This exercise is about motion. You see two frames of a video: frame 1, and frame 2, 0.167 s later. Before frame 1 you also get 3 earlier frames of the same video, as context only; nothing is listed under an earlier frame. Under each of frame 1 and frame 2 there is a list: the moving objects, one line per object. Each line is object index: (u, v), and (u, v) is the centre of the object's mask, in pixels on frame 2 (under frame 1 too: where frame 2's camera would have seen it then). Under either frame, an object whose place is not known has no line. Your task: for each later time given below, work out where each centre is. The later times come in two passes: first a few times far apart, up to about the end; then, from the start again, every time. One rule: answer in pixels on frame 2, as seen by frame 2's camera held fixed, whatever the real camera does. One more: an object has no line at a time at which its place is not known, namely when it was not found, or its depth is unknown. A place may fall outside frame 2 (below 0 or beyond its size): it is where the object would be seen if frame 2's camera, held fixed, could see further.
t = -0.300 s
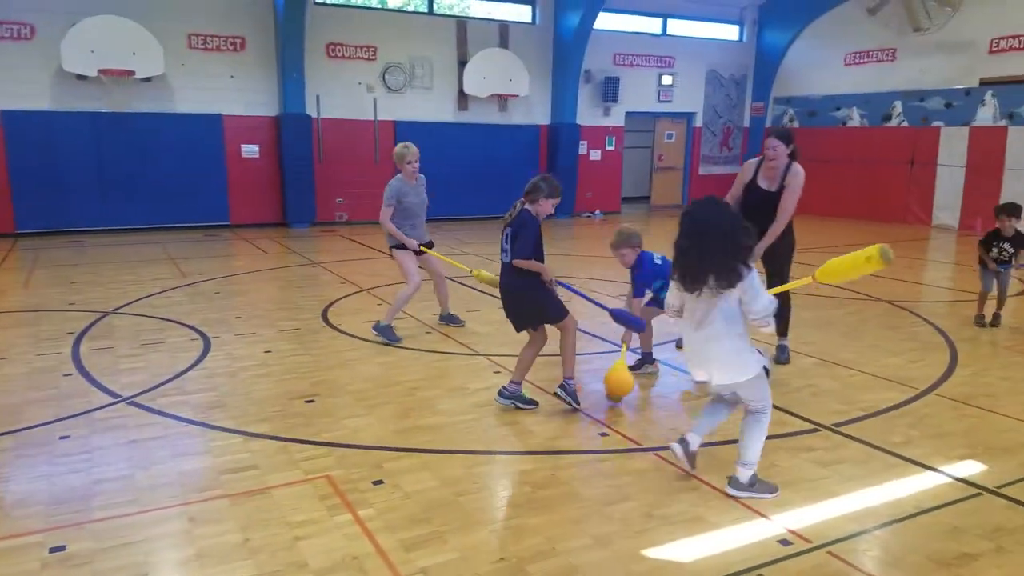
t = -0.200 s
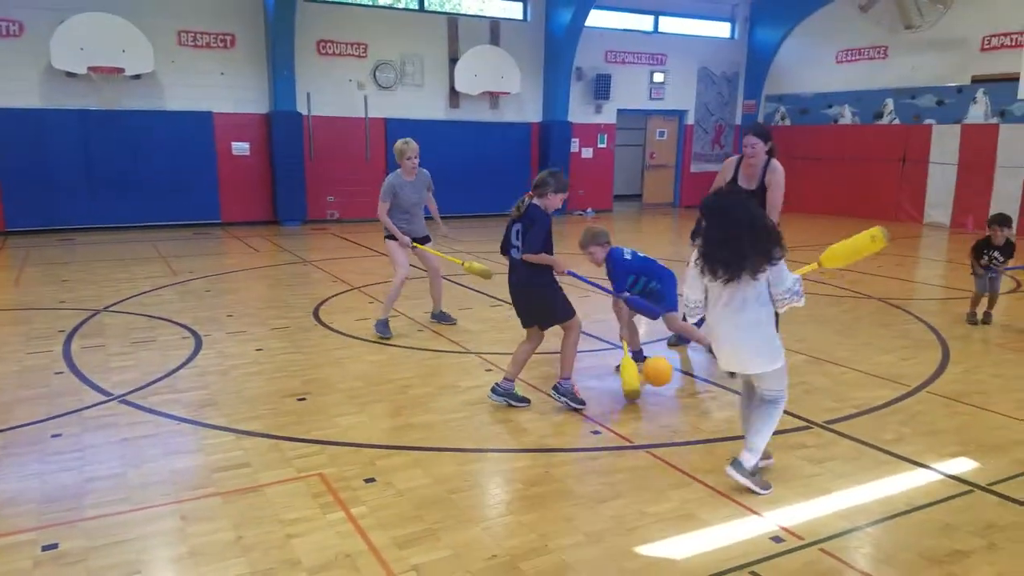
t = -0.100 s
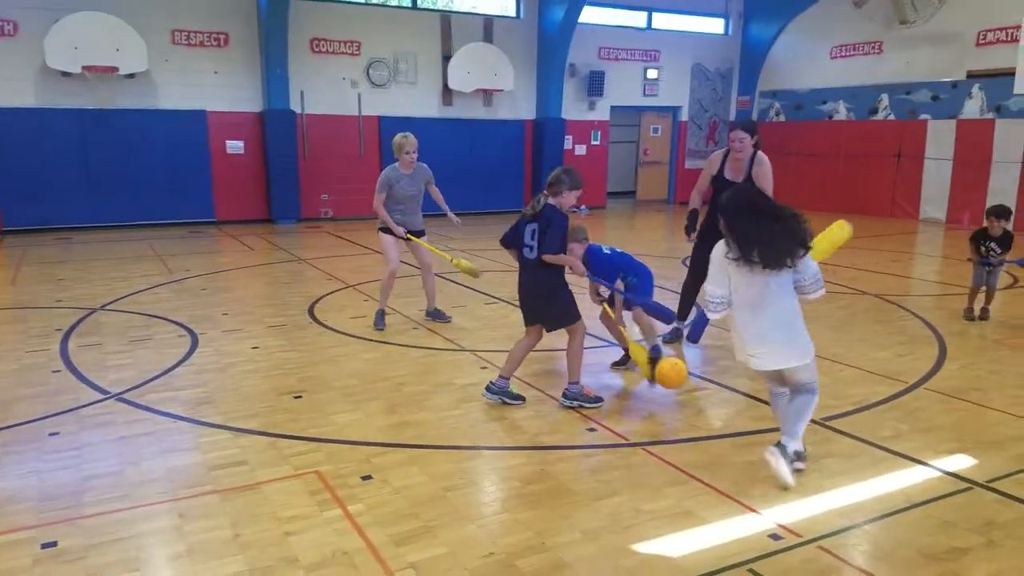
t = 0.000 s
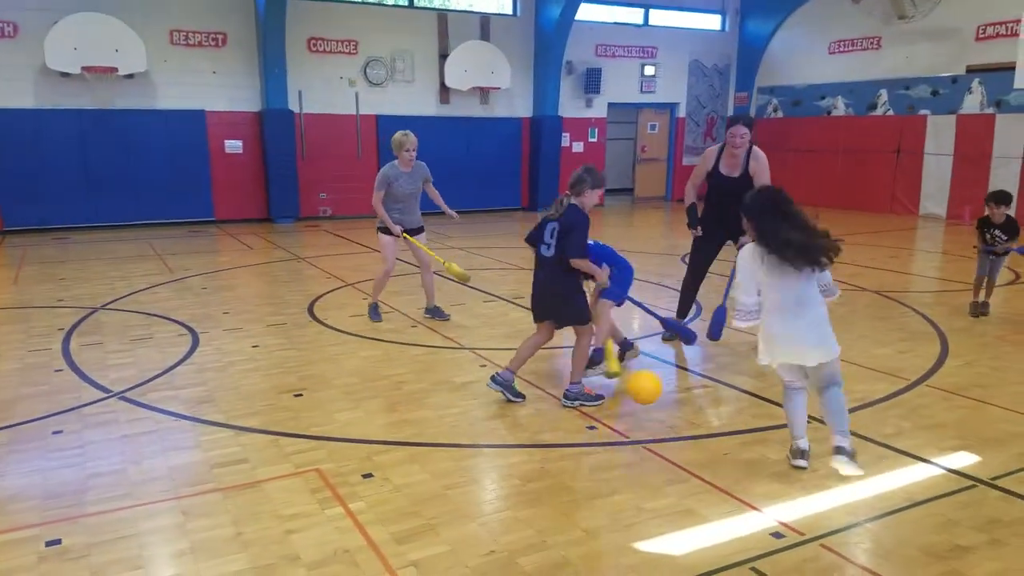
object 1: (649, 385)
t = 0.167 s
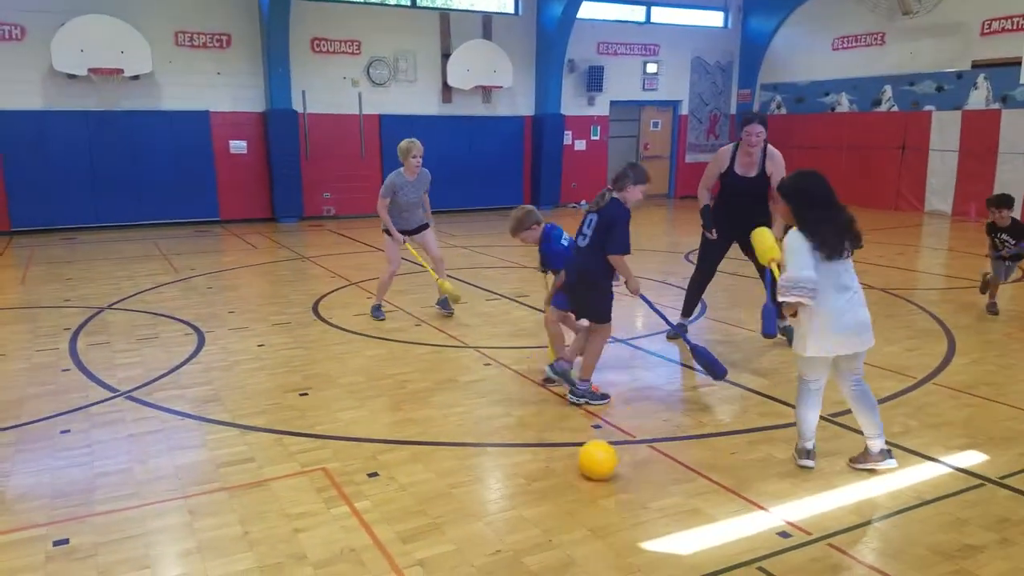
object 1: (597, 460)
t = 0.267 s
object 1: (586, 465)
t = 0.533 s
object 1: (552, 542)
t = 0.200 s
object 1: (594, 460)
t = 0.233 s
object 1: (589, 460)
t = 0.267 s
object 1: (586, 465)
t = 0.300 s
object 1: (581, 472)
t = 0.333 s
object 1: (578, 482)
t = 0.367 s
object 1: (573, 495)
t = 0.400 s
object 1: (567, 511)
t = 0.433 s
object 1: (563, 517)
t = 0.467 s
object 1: (560, 521)
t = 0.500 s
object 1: (557, 530)
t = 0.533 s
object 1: (552, 542)
